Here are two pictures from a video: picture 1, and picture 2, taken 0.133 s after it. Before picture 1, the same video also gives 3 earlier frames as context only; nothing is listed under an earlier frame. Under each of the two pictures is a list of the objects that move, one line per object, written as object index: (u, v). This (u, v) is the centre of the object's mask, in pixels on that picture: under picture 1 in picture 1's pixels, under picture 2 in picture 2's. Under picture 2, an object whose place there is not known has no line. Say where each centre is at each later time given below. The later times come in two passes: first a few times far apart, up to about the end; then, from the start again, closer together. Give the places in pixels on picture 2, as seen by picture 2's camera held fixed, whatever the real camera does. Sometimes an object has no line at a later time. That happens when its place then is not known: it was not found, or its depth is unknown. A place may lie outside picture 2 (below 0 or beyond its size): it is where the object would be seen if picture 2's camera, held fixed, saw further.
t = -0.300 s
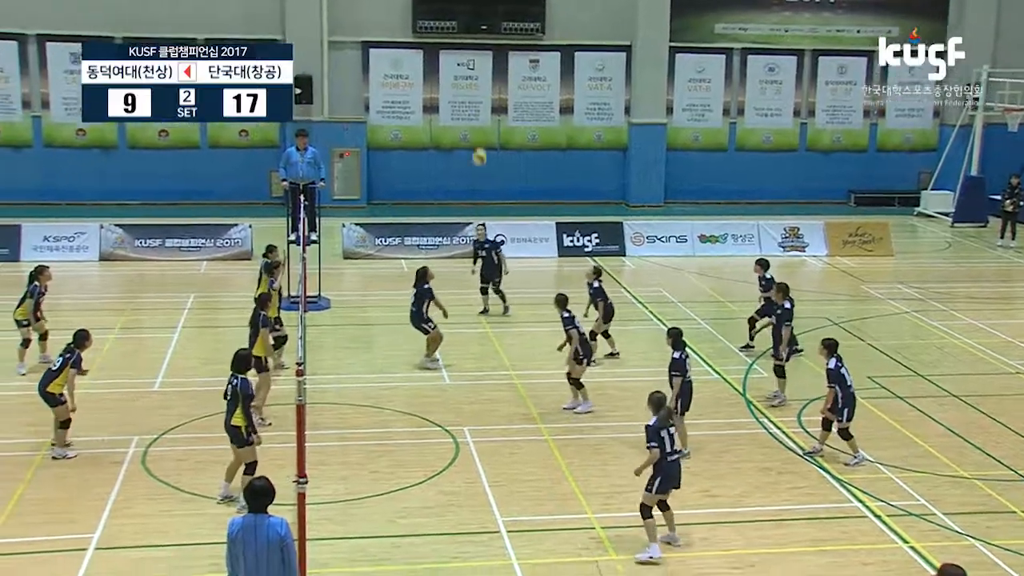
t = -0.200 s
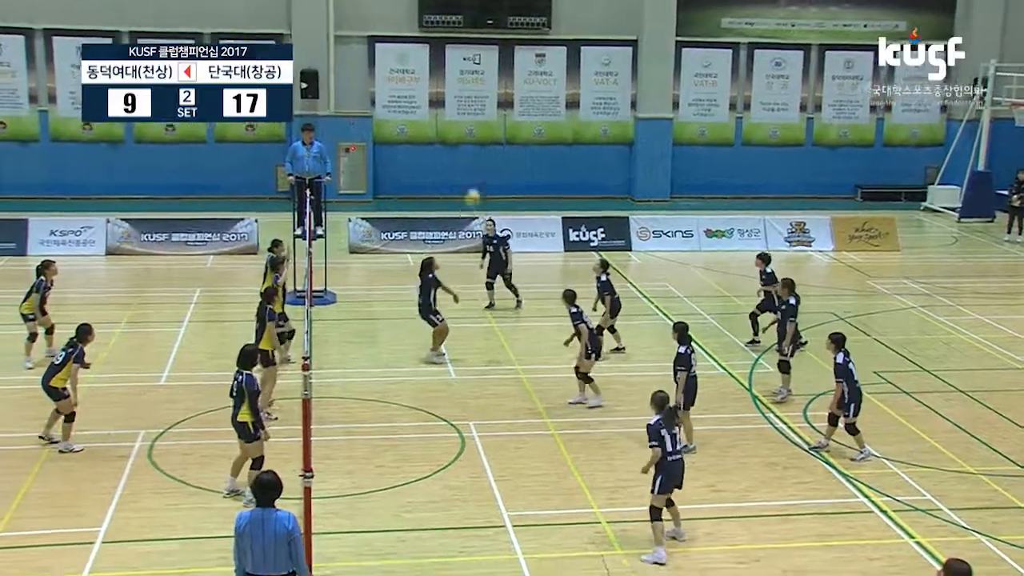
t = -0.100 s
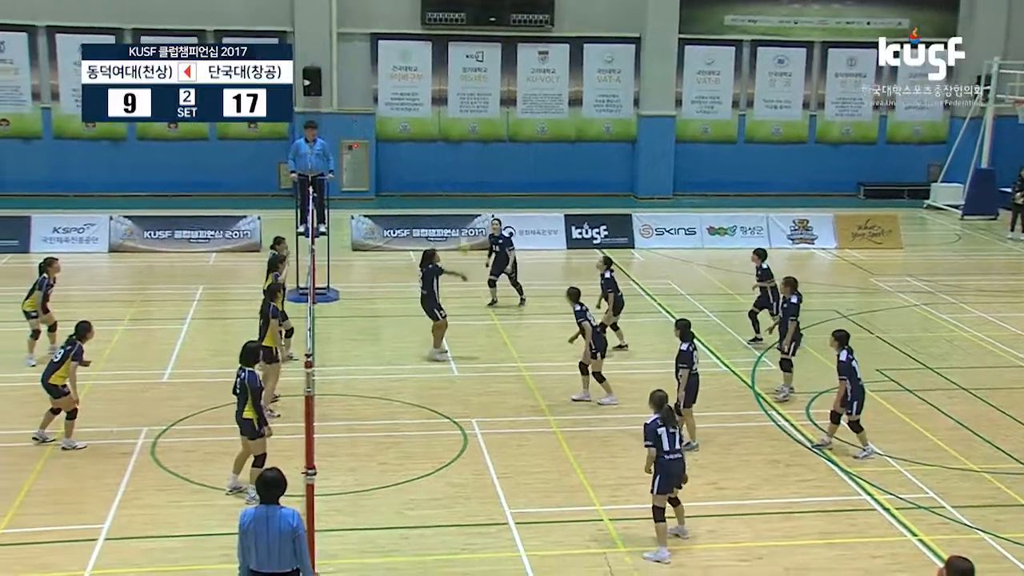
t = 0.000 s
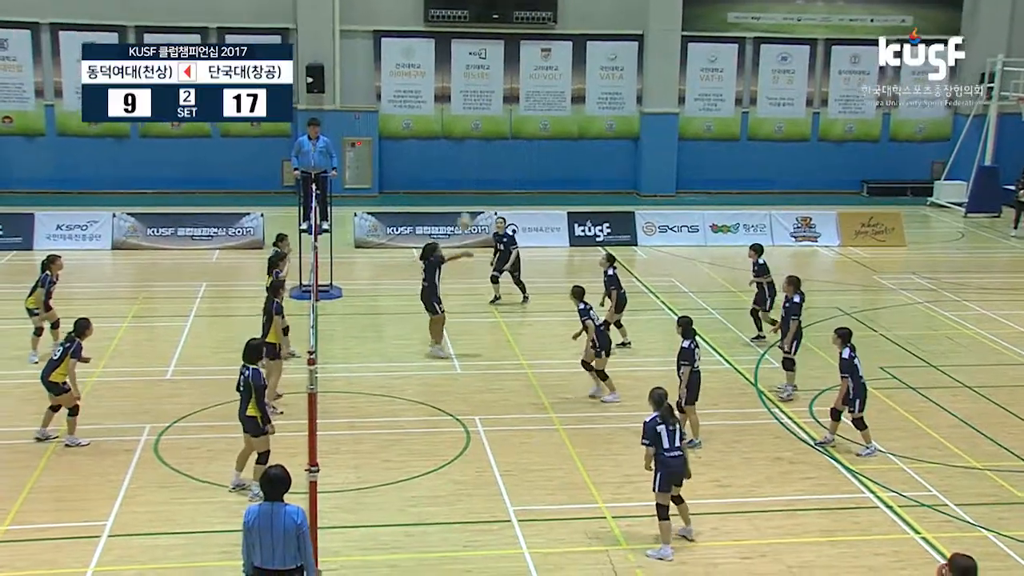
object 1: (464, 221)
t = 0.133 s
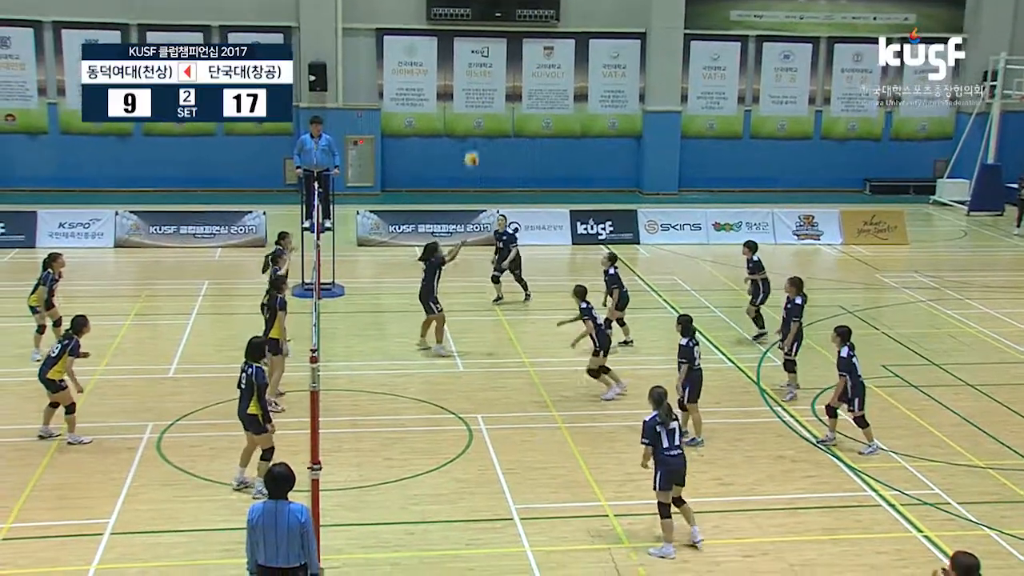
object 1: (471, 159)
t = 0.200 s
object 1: (473, 133)
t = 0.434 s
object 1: (483, 66)
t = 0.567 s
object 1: (487, 46)
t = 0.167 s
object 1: (472, 145)
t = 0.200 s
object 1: (473, 133)
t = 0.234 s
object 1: (474, 121)
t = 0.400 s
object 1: (481, 73)
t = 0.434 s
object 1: (483, 66)
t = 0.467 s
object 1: (484, 60)
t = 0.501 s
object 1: (484, 54)
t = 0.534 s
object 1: (486, 50)
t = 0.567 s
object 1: (487, 46)
